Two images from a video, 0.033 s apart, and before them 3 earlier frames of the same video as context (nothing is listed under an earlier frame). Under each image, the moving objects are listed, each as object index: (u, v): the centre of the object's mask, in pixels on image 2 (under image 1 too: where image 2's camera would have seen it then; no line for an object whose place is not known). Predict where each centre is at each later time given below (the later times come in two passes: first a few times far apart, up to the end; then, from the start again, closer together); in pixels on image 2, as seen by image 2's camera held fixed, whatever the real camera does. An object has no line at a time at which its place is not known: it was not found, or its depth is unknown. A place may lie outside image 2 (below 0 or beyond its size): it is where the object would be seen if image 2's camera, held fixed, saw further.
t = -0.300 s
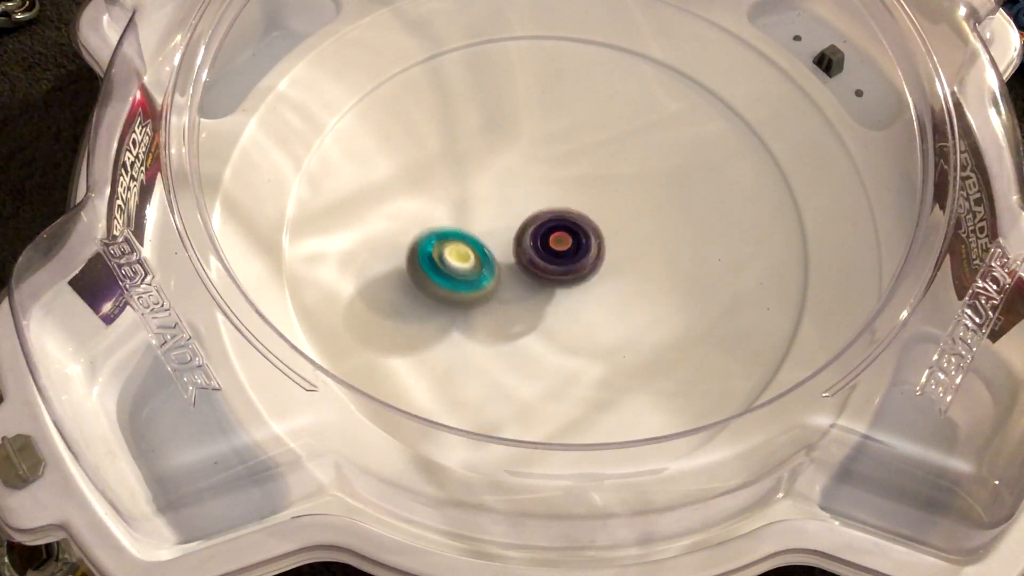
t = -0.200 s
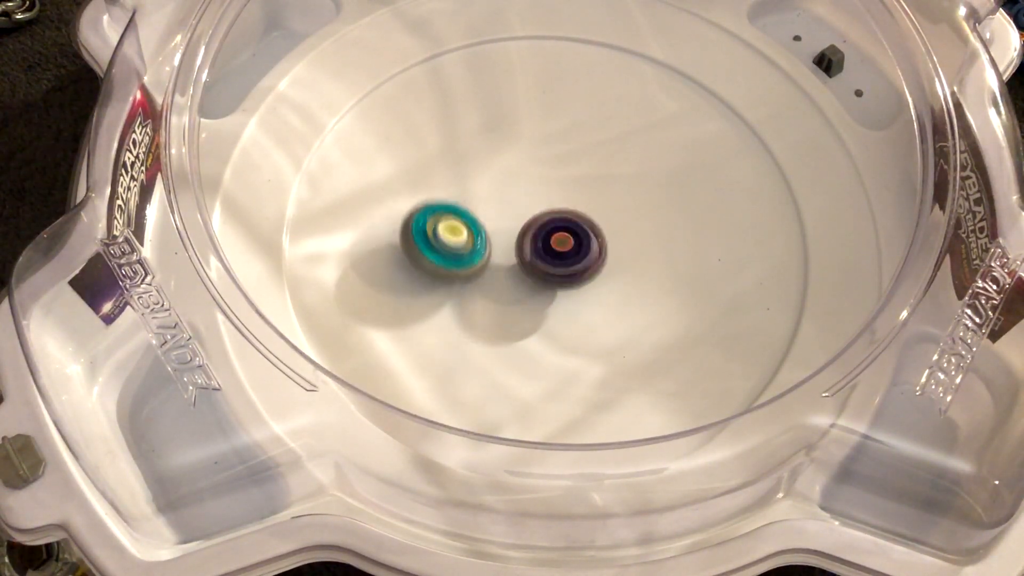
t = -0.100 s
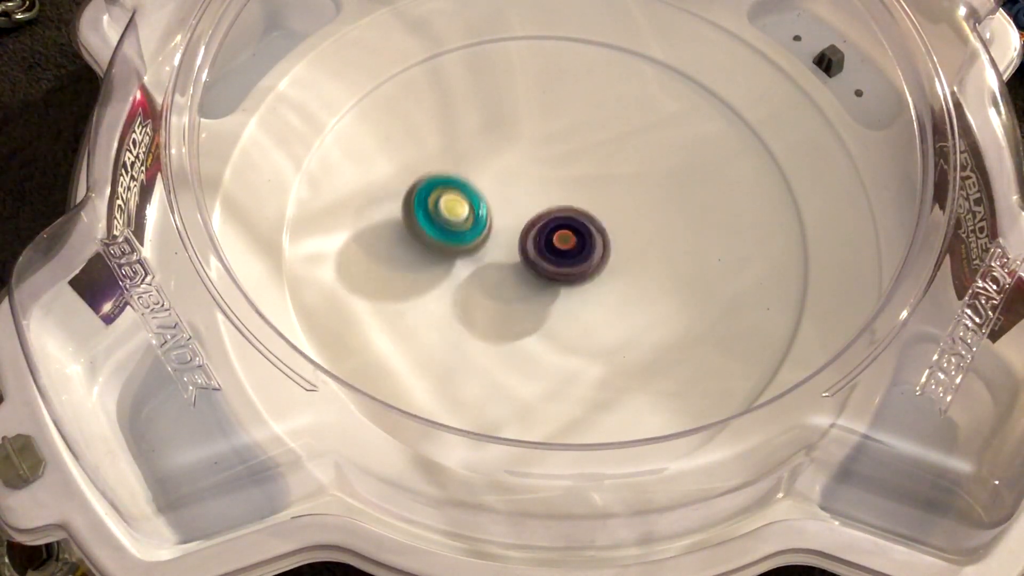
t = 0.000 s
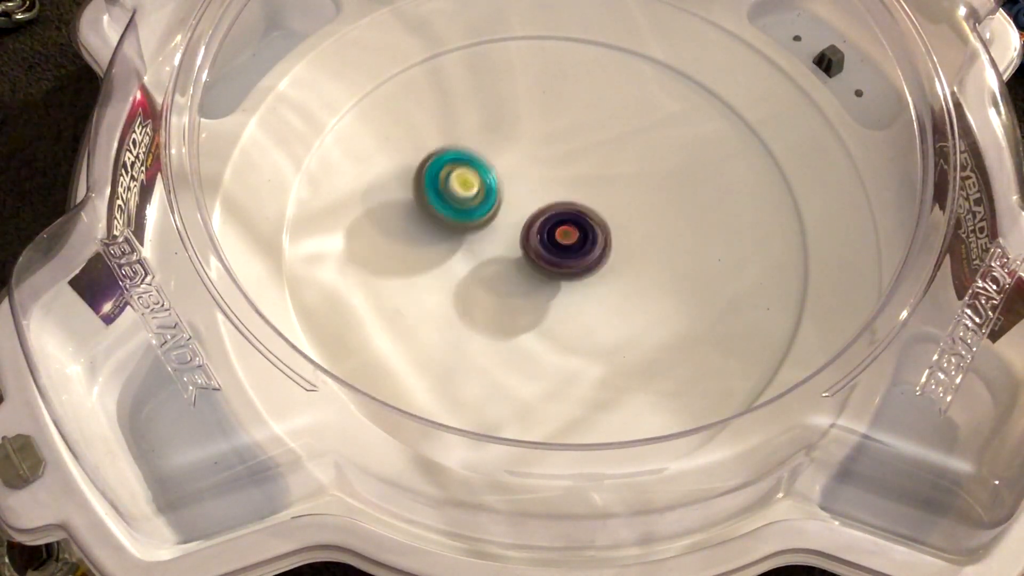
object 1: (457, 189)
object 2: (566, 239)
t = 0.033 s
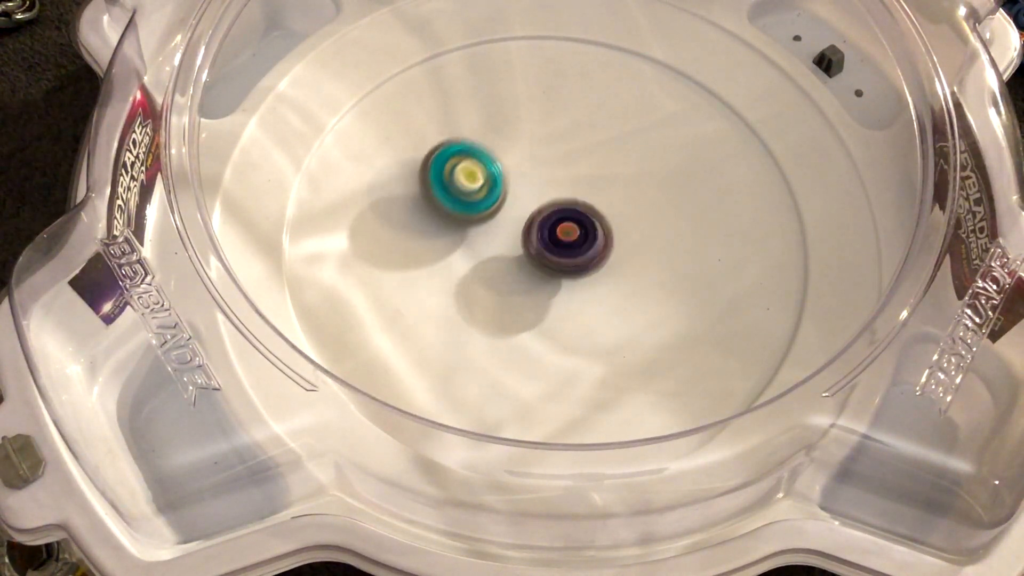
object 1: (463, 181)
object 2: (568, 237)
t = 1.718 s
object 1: (479, 298)
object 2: (539, 235)
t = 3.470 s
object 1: (596, 311)
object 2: (551, 217)
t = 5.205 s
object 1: (660, 233)
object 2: (550, 233)
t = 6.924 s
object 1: (619, 160)
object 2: (559, 234)
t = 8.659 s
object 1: (541, 142)
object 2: (566, 220)
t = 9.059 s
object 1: (645, 191)
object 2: (551, 227)
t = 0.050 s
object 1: (466, 178)
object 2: (569, 236)
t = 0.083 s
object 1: (472, 171)
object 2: (570, 234)
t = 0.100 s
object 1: (476, 168)
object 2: (571, 233)
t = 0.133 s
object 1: (483, 162)
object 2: (573, 231)
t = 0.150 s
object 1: (487, 159)
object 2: (574, 230)
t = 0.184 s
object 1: (495, 153)
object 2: (576, 229)
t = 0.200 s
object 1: (499, 151)
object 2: (577, 228)
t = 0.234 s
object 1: (508, 146)
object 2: (578, 227)
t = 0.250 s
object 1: (512, 144)
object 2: (578, 227)
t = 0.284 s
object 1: (522, 141)
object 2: (579, 227)
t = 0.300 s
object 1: (526, 139)
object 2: (578, 226)
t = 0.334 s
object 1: (536, 137)
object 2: (578, 226)
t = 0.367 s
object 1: (546, 135)
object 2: (578, 226)
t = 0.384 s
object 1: (551, 135)
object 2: (577, 225)
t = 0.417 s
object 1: (561, 135)
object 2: (576, 225)
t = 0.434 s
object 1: (566, 135)
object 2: (576, 225)
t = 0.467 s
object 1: (576, 136)
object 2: (575, 224)
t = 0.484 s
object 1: (581, 136)
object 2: (574, 224)
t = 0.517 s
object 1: (590, 138)
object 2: (572, 222)
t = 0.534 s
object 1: (595, 139)
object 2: (571, 222)
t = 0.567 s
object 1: (605, 142)
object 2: (569, 221)
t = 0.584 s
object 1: (609, 144)
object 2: (567, 221)
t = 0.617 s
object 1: (618, 148)
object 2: (564, 219)
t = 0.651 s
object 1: (625, 153)
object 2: (561, 217)
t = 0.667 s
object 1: (629, 156)
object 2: (560, 216)
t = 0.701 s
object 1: (636, 162)
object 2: (557, 214)
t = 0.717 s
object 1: (639, 165)
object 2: (556, 214)
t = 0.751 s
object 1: (644, 172)
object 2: (554, 212)
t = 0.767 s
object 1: (647, 175)
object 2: (553, 210)
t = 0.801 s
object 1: (651, 183)
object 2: (553, 208)
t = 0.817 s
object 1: (653, 187)
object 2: (552, 207)
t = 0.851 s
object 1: (656, 195)
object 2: (551, 206)
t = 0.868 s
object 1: (658, 200)
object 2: (551, 206)
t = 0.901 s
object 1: (660, 208)
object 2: (551, 205)
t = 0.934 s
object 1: (661, 217)
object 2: (552, 204)
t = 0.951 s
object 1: (661, 222)
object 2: (552, 204)
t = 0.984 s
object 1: (660, 231)
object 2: (553, 204)
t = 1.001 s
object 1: (660, 235)
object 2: (553, 204)
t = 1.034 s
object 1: (658, 245)
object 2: (553, 204)
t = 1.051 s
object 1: (656, 249)
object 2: (553, 205)
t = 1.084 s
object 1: (652, 259)
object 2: (554, 207)
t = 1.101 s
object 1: (650, 263)
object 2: (553, 209)
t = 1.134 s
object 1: (645, 272)
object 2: (553, 210)
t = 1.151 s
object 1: (642, 276)
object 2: (554, 212)
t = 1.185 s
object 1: (635, 284)
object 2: (553, 213)
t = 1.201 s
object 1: (631, 288)
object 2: (553, 214)
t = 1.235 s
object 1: (624, 295)
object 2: (553, 216)
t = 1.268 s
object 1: (615, 302)
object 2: (552, 218)
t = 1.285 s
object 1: (611, 304)
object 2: (551, 219)
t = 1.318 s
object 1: (602, 309)
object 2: (550, 223)
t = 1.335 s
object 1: (597, 312)
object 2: (550, 224)
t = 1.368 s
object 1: (588, 316)
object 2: (548, 226)
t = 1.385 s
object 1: (583, 318)
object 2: (547, 228)
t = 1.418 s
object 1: (573, 320)
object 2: (545, 229)
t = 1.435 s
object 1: (567, 321)
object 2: (544, 230)
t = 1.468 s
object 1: (557, 322)
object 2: (543, 233)
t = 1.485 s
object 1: (551, 322)
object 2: (542, 234)
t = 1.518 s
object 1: (541, 321)
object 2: (541, 234)
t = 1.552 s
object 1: (530, 320)
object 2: (540, 236)
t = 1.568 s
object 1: (524, 319)
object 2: (540, 236)
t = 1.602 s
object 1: (515, 316)
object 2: (539, 235)
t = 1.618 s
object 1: (508, 314)
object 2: (539, 236)
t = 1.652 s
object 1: (499, 309)
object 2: (539, 236)
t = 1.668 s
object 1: (493, 307)
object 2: (539, 235)
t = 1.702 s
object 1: (484, 301)
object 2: (539, 235)
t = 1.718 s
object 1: (479, 298)
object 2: (539, 235)
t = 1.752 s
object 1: (474, 292)
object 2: (540, 235)
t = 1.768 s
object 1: (470, 289)
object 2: (541, 235)
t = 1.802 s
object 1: (464, 281)
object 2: (543, 235)
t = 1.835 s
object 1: (457, 272)
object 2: (544, 235)
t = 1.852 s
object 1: (456, 268)
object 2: (544, 235)
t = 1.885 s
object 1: (452, 260)
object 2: (547, 236)
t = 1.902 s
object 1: (450, 255)
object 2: (548, 237)
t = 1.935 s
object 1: (447, 247)
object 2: (549, 236)
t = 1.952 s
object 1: (446, 242)
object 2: (550, 237)
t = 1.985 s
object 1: (445, 234)
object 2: (552, 238)
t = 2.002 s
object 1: (445, 229)
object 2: (552, 238)
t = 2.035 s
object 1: (446, 220)
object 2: (552, 238)
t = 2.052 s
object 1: (446, 216)
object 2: (554, 238)
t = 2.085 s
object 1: (449, 207)
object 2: (554, 238)
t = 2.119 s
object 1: (452, 198)
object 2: (555, 237)
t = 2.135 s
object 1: (454, 194)
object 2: (556, 236)
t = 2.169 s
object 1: (459, 187)
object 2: (556, 235)
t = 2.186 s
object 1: (461, 183)
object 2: (557, 234)
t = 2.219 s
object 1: (467, 176)
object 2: (559, 233)
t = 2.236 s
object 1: (471, 172)
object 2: (560, 232)
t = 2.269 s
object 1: (478, 166)
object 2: (562, 231)
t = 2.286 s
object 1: (482, 163)
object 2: (563, 231)
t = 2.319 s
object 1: (490, 157)
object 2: (565, 230)
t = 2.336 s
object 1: (494, 154)
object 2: (566, 230)
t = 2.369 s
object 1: (502, 150)
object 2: (568, 230)
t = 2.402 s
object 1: (511, 146)
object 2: (570, 230)
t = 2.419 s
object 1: (516, 144)
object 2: (570, 230)
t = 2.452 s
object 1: (526, 141)
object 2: (572, 230)
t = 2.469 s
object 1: (530, 140)
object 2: (573, 230)
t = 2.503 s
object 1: (541, 138)
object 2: (573, 230)
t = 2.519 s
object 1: (546, 137)
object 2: (573, 229)
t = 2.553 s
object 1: (556, 136)
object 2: (574, 229)
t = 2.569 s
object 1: (561, 137)
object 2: (575, 229)
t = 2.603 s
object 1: (572, 137)
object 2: (574, 229)
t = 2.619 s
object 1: (577, 137)
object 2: (574, 228)
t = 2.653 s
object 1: (587, 139)
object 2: (573, 228)
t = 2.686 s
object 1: (596, 142)
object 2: (573, 227)
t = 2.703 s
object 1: (601, 143)
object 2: (572, 227)
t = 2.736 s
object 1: (610, 148)
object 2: (570, 228)
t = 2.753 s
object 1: (614, 150)
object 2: (569, 226)
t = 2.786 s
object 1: (623, 155)
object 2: (567, 226)
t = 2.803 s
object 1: (627, 158)
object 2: (566, 225)
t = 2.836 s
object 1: (634, 163)
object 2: (564, 224)
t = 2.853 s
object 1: (637, 167)
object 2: (564, 223)
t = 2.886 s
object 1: (643, 173)
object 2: (561, 222)
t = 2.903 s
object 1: (646, 177)
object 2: (561, 221)
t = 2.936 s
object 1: (651, 185)
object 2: (559, 219)
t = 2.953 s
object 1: (653, 189)
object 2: (560, 218)
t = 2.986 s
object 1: (657, 197)
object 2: (559, 216)
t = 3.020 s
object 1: (659, 205)
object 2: (559, 216)
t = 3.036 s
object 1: (660, 209)
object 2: (559, 214)
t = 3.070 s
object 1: (661, 219)
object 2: (558, 213)
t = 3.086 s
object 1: (661, 223)
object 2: (558, 214)
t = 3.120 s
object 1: (661, 232)
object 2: (557, 212)
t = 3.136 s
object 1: (660, 237)
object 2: (557, 213)
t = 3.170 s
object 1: (657, 246)
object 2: (556, 213)
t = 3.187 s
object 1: (656, 251)
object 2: (556, 213)
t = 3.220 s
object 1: (652, 260)
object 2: (555, 212)
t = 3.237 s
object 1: (650, 265)
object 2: (555, 213)
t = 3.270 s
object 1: (644, 273)
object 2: (555, 213)
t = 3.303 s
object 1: (638, 281)
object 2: (554, 214)
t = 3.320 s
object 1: (635, 285)
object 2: (553, 215)
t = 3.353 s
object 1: (627, 292)
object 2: (553, 214)
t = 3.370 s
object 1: (623, 295)
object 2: (552, 215)
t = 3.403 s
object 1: (614, 302)
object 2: (552, 216)
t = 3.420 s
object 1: (610, 304)
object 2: (552, 217)
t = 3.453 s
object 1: (601, 309)
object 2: (552, 217)
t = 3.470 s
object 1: (596, 311)
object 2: (551, 217)
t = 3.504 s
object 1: (586, 315)
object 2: (551, 218)
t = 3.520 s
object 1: (580, 316)
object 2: (550, 219)
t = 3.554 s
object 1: (570, 318)
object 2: (549, 220)
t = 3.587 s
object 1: (558, 320)
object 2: (549, 222)
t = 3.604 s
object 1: (553, 320)
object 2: (549, 222)
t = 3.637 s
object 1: (542, 319)
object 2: (549, 224)
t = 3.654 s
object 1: (537, 318)
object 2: (548, 224)
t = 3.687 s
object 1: (525, 316)
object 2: (548, 226)
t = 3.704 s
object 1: (520, 315)
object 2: (548, 226)
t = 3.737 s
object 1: (510, 311)
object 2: (547, 227)
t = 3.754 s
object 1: (505, 309)
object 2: (547, 228)
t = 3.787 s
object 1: (494, 305)
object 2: (547, 229)
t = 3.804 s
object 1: (489, 302)
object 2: (547, 229)
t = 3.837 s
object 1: (482, 296)
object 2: (547, 230)
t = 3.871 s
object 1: (474, 289)
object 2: (547, 230)
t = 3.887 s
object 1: (469, 285)
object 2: (547, 231)
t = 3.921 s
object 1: (463, 278)
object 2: (547, 232)
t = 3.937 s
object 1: (460, 273)
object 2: (548, 233)
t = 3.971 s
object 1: (455, 265)
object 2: (548, 233)
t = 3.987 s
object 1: (453, 261)
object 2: (548, 234)
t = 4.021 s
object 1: (450, 252)
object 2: (548, 235)
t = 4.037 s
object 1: (449, 248)
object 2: (549, 234)
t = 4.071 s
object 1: (447, 239)
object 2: (549, 235)
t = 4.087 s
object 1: (446, 235)
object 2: (549, 235)
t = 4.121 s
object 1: (446, 226)
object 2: (550, 236)
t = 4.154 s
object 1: (446, 217)
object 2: (549, 236)
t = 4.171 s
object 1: (448, 213)
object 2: (549, 237)
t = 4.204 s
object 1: (450, 204)
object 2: (549, 238)
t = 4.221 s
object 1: (452, 200)
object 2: (549, 237)
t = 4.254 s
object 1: (456, 192)
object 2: (548, 237)
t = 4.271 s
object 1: (458, 188)
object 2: (548, 237)
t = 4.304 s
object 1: (464, 181)
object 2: (549, 237)
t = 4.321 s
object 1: (467, 177)
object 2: (549, 237)
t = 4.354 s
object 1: (474, 171)
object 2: (548, 236)
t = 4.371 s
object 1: (477, 167)
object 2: (548, 236)
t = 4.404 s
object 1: (485, 162)
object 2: (549, 235)
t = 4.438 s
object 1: (493, 156)
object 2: (549, 234)
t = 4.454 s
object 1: (498, 153)
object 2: (548, 234)
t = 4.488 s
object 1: (507, 149)
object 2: (548, 233)
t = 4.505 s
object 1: (511, 147)
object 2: (548, 233)
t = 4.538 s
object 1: (521, 145)
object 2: (548, 231)
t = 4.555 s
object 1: (526, 143)
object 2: (548, 231)
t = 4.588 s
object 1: (536, 141)
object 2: (550, 229)
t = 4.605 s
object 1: (541, 140)
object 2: (550, 229)
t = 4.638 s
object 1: (551, 139)
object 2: (551, 228)
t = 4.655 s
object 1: (557, 139)
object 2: (551, 227)
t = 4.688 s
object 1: (567, 139)
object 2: (553, 225)
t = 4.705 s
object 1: (572, 139)
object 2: (553, 225)
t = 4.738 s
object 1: (582, 141)
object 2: (554, 223)
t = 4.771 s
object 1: (592, 144)
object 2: (557, 222)
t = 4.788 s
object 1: (596, 145)
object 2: (558, 221)
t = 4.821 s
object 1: (606, 149)
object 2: (560, 221)
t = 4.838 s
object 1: (611, 151)
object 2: (562, 220)
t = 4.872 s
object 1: (619, 156)
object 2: (564, 220)
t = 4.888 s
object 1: (624, 158)
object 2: (566, 220)
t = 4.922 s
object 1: (631, 164)
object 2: (568, 220)
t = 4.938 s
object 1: (635, 167)
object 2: (569, 222)
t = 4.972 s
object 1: (642, 174)
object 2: (567, 225)
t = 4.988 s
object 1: (644, 178)
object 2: (568, 226)
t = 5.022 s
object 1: (649, 185)
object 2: (566, 229)
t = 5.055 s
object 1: (654, 193)
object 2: (563, 230)
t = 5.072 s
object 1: (655, 197)
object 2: (563, 231)
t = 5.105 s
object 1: (658, 206)
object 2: (559, 232)
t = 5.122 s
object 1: (659, 210)
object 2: (557, 232)
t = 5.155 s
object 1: (660, 220)
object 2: (554, 233)
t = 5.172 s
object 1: (660, 224)
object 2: (554, 233)
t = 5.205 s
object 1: (660, 233)
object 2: (550, 233)
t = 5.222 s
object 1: (659, 238)
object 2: (548, 233)
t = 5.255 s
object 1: (656, 247)
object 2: (546, 232)
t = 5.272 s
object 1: (654, 252)
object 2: (545, 231)
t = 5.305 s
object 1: (650, 261)
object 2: (543, 229)
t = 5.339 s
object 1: (645, 270)
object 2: (541, 228)
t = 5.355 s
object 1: (642, 274)
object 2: (541, 227)
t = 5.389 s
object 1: (636, 282)
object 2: (540, 225)
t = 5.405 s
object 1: (632, 285)
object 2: (540, 224)
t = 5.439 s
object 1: (624, 292)
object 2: (540, 223)
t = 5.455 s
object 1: (620, 296)
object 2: (541, 223)
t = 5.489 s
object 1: (610, 301)
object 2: (542, 220)
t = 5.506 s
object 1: (606, 304)
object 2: (542, 219)
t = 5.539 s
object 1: (597, 308)
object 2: (543, 218)
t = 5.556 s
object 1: (592, 310)
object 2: (543, 218)
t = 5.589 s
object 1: (581, 314)
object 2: (545, 218)
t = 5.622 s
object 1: (571, 316)
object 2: (545, 217)
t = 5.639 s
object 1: (565, 316)
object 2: (546, 217)
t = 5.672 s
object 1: (554, 317)
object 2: (548, 217)
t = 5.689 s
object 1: (548, 317)
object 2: (549, 216)
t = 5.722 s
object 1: (537, 316)
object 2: (551, 216)
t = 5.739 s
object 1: (532, 315)
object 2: (552, 217)
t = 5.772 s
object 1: (521, 312)
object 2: (553, 217)
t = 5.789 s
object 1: (516, 311)
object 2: (554, 217)
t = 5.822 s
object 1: (505, 307)
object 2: (555, 218)
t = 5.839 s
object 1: (500, 305)
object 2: (557, 218)
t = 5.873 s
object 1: (490, 299)
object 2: (558, 219)
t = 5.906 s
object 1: (482, 293)
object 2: (559, 221)
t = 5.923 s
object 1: (478, 290)
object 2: (560, 222)
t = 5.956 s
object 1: (470, 282)
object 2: (561, 223)
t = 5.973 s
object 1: (467, 279)
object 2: (561, 223)
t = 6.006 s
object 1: (460, 271)
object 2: (562, 225)
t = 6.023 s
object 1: (458, 266)
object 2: (563, 226)
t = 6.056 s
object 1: (453, 258)
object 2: (563, 227)
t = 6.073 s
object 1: (451, 253)
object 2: (564, 227)
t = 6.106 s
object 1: (449, 245)
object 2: (564, 230)
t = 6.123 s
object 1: (448, 240)
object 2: (565, 230)
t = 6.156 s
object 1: (447, 231)
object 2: (564, 232)
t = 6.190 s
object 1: (446, 222)
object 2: (563, 234)
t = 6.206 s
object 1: (447, 218)
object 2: (563, 234)
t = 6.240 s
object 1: (448, 209)
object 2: (561, 234)
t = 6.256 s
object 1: (450, 205)
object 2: (560, 233)
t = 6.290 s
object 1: (453, 197)
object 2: (557, 234)
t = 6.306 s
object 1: (455, 192)
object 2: (558, 234)
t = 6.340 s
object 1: (460, 185)
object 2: (556, 233)
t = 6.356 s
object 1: (463, 181)
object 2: (556, 232)
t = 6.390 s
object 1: (469, 174)
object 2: (555, 232)
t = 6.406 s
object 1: (472, 171)
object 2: (555, 232)
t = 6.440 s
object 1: (480, 165)
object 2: (555, 231)
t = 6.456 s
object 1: (484, 162)
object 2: (554, 229)
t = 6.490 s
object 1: (492, 157)
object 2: (553, 229)
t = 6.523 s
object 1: (501, 152)
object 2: (553, 226)
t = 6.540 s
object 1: (505, 150)
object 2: (552, 226)
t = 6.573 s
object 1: (515, 147)
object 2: (552, 224)
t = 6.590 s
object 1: (520, 145)
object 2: (553, 224)
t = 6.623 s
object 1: (529, 143)
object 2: (555, 222)
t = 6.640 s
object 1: (535, 142)
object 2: (555, 221)
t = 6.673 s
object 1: (546, 140)
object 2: (556, 220)
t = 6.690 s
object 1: (551, 140)
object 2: (557, 219)
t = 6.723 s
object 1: (562, 140)
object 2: (559, 221)
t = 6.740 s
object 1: (567, 140)
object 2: (560, 221)
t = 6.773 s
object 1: (577, 142)
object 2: (561, 224)
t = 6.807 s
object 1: (587, 144)
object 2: (561, 226)
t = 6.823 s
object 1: (592, 146)
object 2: (561, 228)
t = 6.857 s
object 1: (601, 150)
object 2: (561, 230)
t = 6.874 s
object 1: (606, 152)
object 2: (561, 230)
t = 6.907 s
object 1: (615, 157)
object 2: (559, 232)
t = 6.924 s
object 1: (619, 160)
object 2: (559, 234)
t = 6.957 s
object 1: (627, 166)
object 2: (557, 234)
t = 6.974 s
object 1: (631, 170)
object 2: (555, 235)
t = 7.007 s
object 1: (637, 176)
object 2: (553, 235)
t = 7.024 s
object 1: (641, 180)
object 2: (552, 237)
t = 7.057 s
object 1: (646, 188)
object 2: (550, 235)
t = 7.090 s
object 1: (651, 196)
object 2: (548, 235)
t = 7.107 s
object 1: (653, 200)
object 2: (547, 234)
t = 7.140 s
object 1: (656, 209)
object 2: (546, 233)
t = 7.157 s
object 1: (656, 213)
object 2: (545, 232)
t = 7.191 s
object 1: (658, 222)
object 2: (544, 231)
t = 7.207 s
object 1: (658, 227)
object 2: (544, 230)
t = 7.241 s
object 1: (658, 236)
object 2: (545, 227)
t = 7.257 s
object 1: (657, 241)
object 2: (544, 227)
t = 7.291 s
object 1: (655, 250)
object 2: (545, 224)
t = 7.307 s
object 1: (653, 255)
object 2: (545, 223)
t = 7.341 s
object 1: (649, 264)
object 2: (548, 221)
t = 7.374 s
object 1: (644, 272)
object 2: (550, 220)
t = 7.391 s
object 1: (642, 276)
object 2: (551, 218)
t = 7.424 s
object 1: (635, 284)
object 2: (555, 219)
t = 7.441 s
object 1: (631, 288)
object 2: (557, 218)
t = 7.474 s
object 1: (623, 294)
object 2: (558, 219)
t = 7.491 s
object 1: (618, 298)
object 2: (560, 219)
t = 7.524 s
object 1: (610, 303)
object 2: (563, 220)
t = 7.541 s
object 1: (605, 305)
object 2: (565, 220)
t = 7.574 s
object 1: (595, 309)
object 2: (566, 222)
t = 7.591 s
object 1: (591, 311)
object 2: (568, 223)
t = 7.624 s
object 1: (580, 314)
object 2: (569, 225)
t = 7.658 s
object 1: (568, 316)
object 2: (568, 228)
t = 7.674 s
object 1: (563, 316)
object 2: (568, 230)
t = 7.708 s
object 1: (552, 316)
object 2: (568, 232)
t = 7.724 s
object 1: (546, 316)
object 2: (568, 233)
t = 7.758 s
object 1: (535, 314)
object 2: (567, 233)
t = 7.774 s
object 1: (529, 313)
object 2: (566, 233)
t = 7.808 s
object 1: (518, 310)
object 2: (565, 235)
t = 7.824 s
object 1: (513, 308)
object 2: (565, 235)
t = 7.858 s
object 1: (503, 304)
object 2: (563, 234)
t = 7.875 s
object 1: (498, 301)
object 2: (563, 234)
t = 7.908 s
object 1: (488, 295)
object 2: (561, 234)
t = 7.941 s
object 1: (479, 287)
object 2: (561, 234)
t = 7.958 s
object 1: (476, 284)
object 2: (560, 233)
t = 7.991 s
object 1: (469, 277)
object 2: (558, 234)
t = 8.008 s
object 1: (465, 273)
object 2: (558, 234)
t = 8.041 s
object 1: (460, 264)
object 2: (558, 232)
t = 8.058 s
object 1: (457, 260)
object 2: (557, 232)
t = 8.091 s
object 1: (454, 252)
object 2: (556, 231)
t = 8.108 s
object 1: (452, 247)
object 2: (555, 230)
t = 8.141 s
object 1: (450, 238)
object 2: (556, 229)
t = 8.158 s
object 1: (450, 234)
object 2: (555, 228)
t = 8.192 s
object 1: (449, 225)
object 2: (555, 228)
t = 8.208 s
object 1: (450, 220)
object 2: (555, 227)
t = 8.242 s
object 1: (451, 211)
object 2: (555, 225)
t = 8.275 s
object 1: (454, 202)
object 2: (555, 224)
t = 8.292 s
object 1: (455, 198)
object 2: (555, 223)
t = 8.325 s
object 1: (460, 190)
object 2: (555, 221)
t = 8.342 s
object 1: (462, 186)
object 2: (556, 221)
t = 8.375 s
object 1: (467, 179)
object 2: (555, 220)
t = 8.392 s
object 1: (471, 175)
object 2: (556, 219)
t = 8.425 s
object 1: (477, 169)
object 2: (557, 218)
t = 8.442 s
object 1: (481, 165)
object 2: (559, 217)
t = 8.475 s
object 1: (489, 160)
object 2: (560, 217)
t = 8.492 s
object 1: (493, 157)
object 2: (561, 217)
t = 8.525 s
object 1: (502, 153)
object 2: (562, 218)
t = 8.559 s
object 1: (511, 149)
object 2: (564, 218)
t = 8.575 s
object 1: (516, 147)
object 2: (564, 219)
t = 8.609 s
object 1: (526, 144)
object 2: (564, 219)
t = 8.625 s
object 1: (531, 143)
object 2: (564, 221)
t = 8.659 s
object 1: (541, 142)
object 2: (566, 220)
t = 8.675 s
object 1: (546, 142)
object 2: (565, 221)
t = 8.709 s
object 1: (557, 141)
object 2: (565, 223)
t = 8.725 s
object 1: (563, 142)
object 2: (565, 223)
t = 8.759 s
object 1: (573, 143)
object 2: (565, 225)
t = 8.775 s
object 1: (577, 143)
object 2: (565, 225)
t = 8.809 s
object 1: (588, 146)
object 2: (564, 226)
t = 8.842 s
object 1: (598, 150)
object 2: (561, 228)
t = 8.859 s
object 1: (602, 153)
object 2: (561, 228)
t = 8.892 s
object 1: (611, 157)
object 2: (559, 228)
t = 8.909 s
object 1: (615, 160)
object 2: (558, 228)
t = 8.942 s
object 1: (624, 166)
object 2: (557, 229)
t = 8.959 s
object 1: (628, 169)
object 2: (556, 229)
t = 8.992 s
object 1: (634, 176)
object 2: (554, 228)
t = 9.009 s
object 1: (637, 180)
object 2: (553, 228)
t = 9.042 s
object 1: (643, 187)
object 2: (552, 227)
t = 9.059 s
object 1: (645, 191)
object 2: (551, 227)
